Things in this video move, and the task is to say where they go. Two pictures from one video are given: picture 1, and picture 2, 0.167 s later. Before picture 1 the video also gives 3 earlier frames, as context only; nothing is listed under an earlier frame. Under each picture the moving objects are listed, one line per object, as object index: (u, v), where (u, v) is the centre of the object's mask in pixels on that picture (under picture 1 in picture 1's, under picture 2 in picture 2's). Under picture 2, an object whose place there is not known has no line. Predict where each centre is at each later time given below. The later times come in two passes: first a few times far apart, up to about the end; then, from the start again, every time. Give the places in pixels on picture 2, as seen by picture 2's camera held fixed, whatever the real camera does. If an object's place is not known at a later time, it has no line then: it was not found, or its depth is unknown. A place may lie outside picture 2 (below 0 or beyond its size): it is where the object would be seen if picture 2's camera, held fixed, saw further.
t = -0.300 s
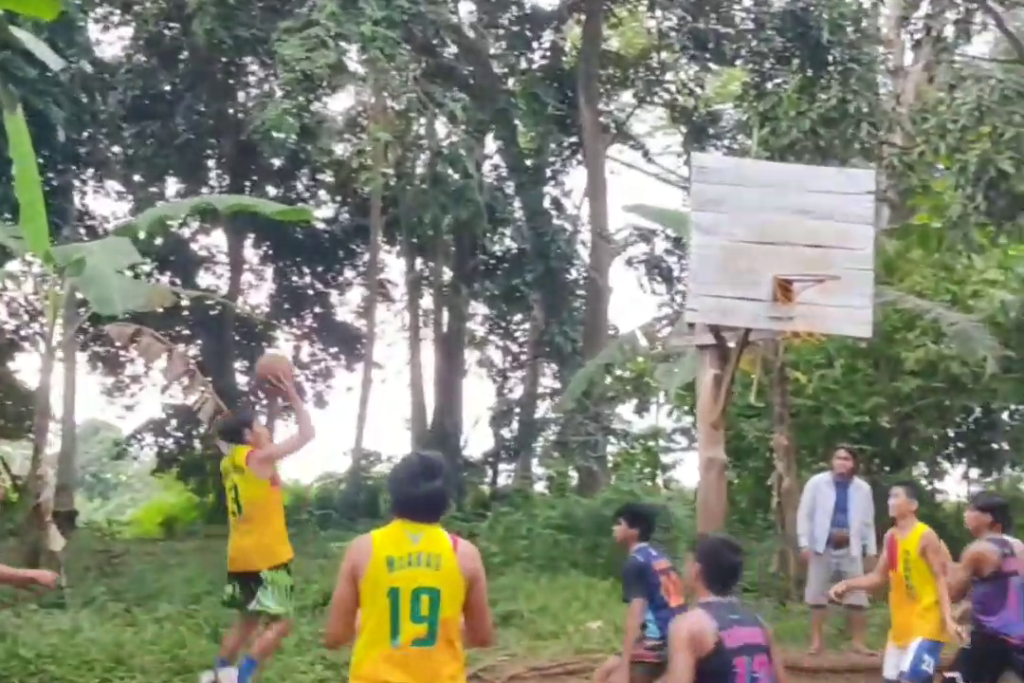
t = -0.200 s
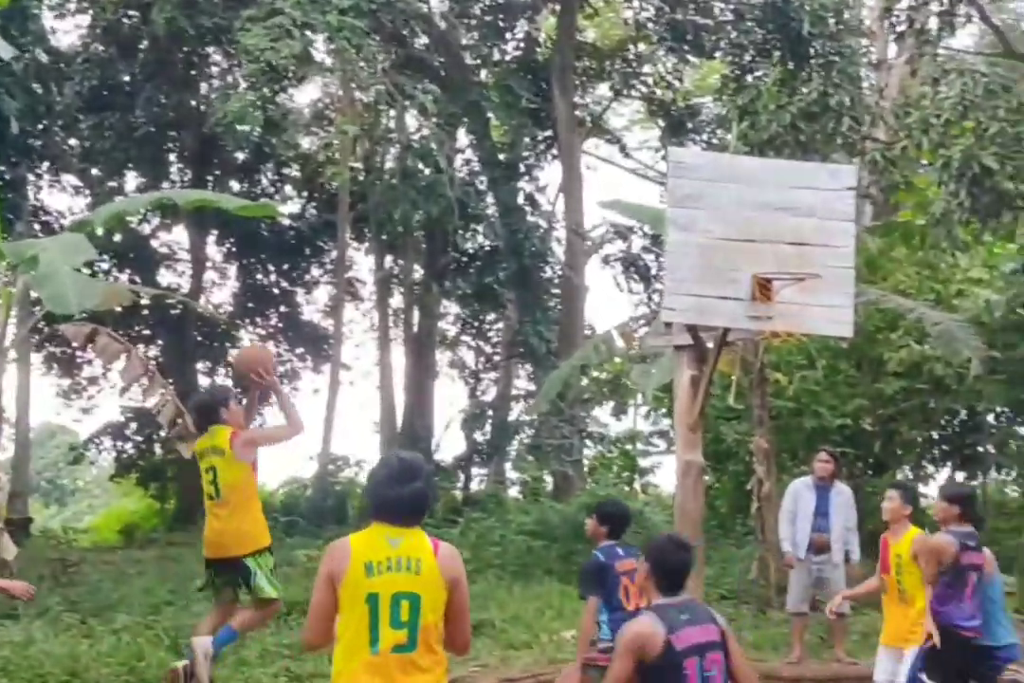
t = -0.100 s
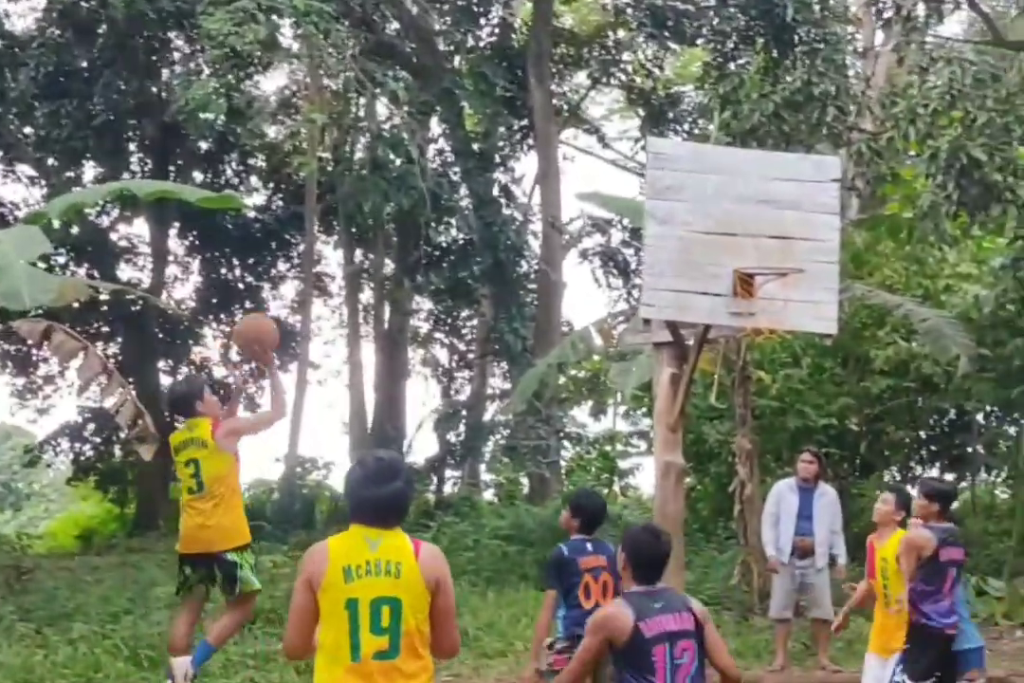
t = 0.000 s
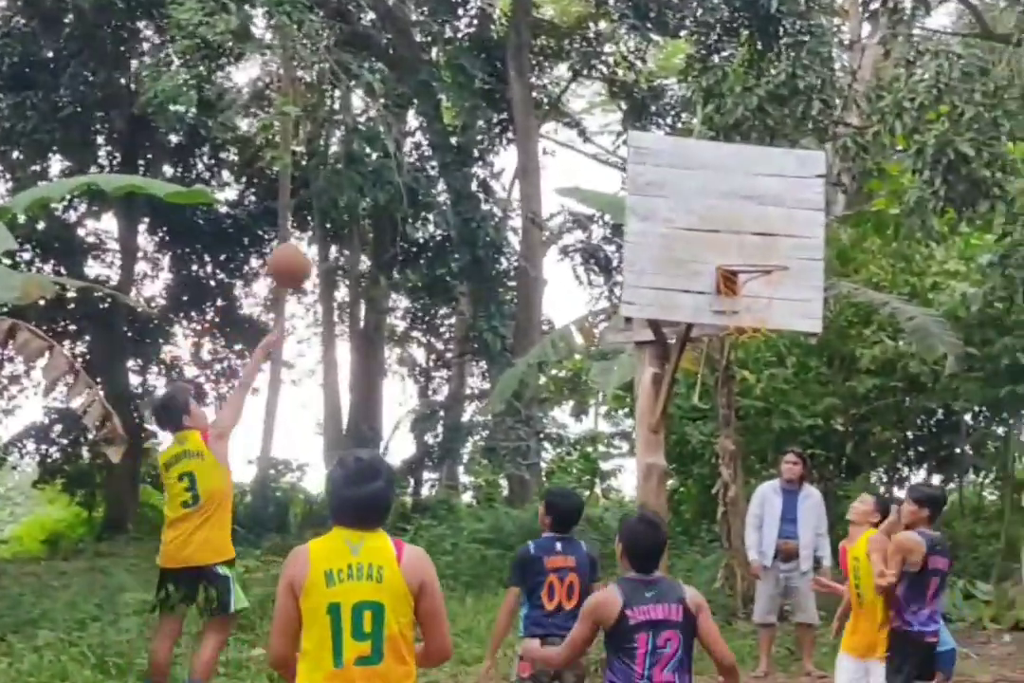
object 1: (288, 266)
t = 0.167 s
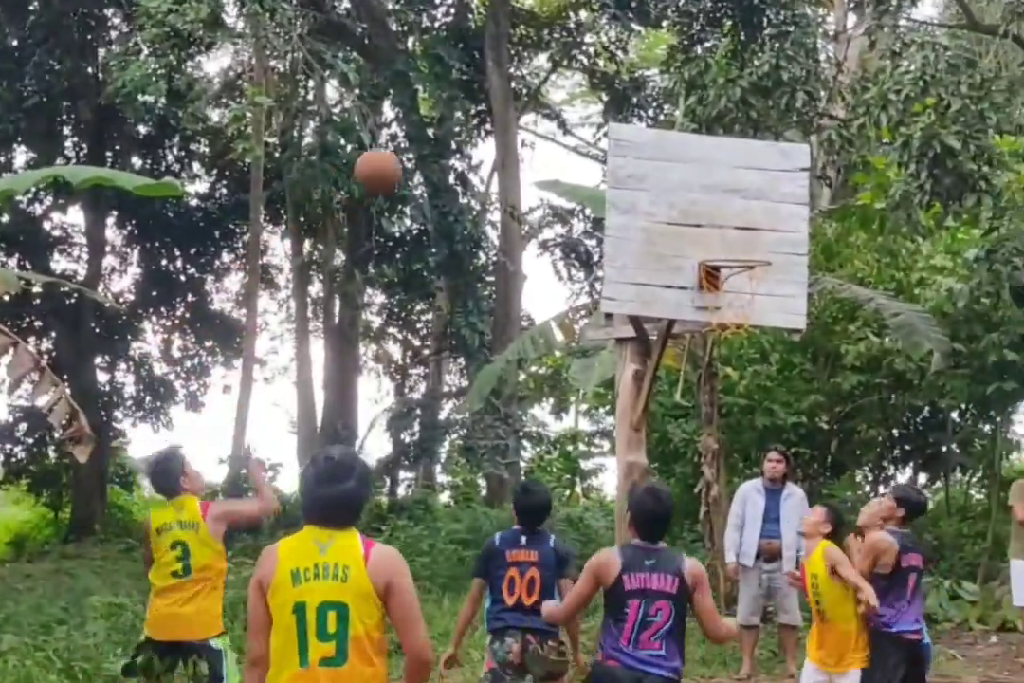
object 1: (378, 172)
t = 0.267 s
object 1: (442, 143)
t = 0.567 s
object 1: (617, 168)
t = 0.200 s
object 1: (400, 159)
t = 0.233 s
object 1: (422, 150)
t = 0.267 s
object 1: (442, 143)
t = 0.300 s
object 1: (461, 139)
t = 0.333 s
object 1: (483, 135)
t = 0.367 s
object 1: (502, 135)
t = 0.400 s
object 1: (522, 137)
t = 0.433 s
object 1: (542, 140)
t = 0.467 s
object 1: (562, 144)
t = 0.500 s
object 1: (581, 150)
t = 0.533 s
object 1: (599, 159)
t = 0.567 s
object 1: (617, 168)
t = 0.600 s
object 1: (634, 180)
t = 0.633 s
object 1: (650, 193)
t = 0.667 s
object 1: (666, 208)
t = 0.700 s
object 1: (681, 224)
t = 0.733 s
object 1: (697, 242)
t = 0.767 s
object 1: (703, 237)
